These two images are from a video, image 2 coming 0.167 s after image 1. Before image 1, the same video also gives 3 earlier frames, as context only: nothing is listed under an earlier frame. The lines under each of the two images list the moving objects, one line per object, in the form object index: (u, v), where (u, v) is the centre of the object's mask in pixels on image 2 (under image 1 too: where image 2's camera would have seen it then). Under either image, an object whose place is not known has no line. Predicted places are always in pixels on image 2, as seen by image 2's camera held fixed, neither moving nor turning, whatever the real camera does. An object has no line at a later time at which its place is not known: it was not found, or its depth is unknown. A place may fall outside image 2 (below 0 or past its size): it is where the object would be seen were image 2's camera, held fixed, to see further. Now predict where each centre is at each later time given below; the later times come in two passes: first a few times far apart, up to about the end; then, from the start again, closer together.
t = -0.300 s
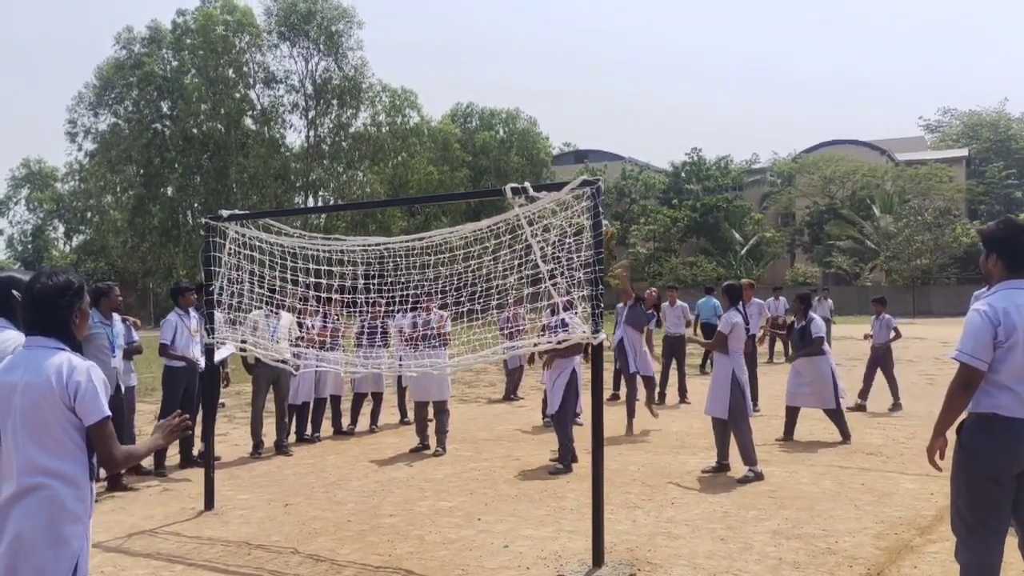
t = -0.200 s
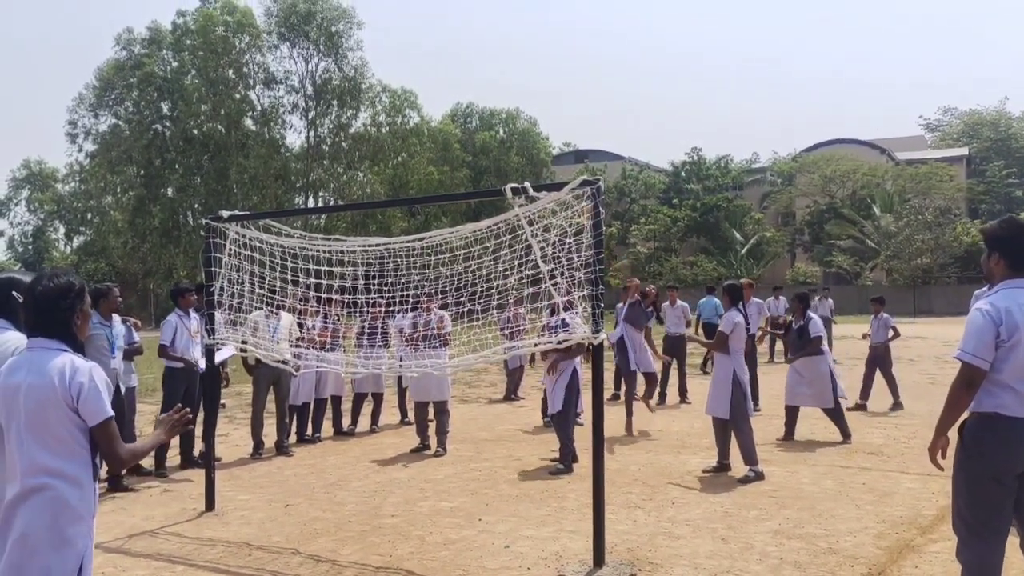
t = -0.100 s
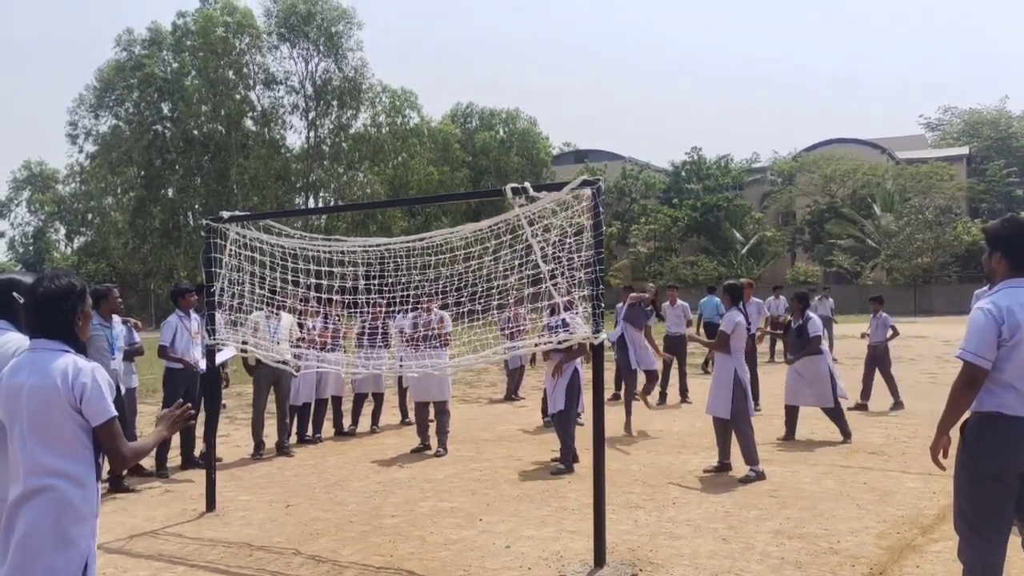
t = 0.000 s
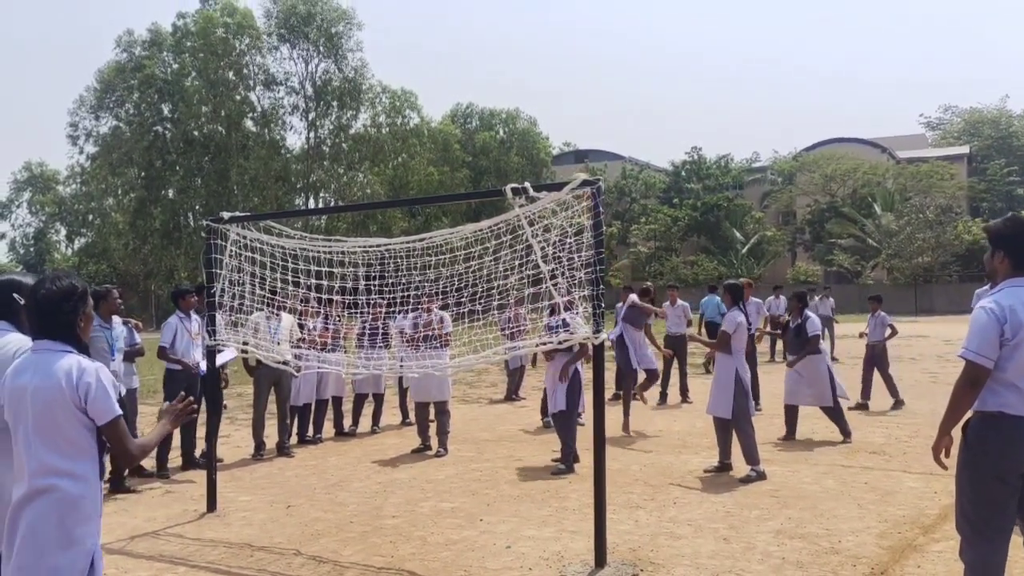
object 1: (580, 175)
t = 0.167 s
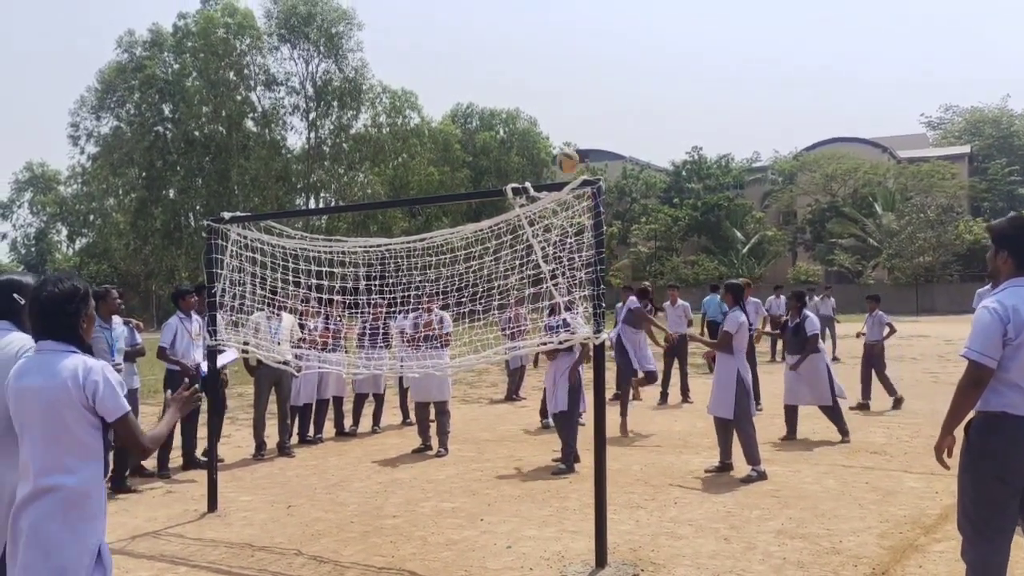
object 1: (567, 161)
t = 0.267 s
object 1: (561, 149)
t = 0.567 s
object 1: (534, 110)
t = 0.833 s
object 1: (509, 77)
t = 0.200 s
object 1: (566, 159)
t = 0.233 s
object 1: (564, 153)
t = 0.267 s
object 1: (561, 149)
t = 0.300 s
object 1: (558, 145)
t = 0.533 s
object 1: (537, 113)
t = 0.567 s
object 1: (534, 110)
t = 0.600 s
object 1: (532, 106)
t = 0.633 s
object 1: (529, 102)
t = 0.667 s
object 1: (525, 96)
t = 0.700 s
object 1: (522, 92)
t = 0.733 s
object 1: (521, 91)
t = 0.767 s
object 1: (516, 85)
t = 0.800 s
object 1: (513, 82)
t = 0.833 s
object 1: (509, 77)
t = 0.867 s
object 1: (507, 75)
